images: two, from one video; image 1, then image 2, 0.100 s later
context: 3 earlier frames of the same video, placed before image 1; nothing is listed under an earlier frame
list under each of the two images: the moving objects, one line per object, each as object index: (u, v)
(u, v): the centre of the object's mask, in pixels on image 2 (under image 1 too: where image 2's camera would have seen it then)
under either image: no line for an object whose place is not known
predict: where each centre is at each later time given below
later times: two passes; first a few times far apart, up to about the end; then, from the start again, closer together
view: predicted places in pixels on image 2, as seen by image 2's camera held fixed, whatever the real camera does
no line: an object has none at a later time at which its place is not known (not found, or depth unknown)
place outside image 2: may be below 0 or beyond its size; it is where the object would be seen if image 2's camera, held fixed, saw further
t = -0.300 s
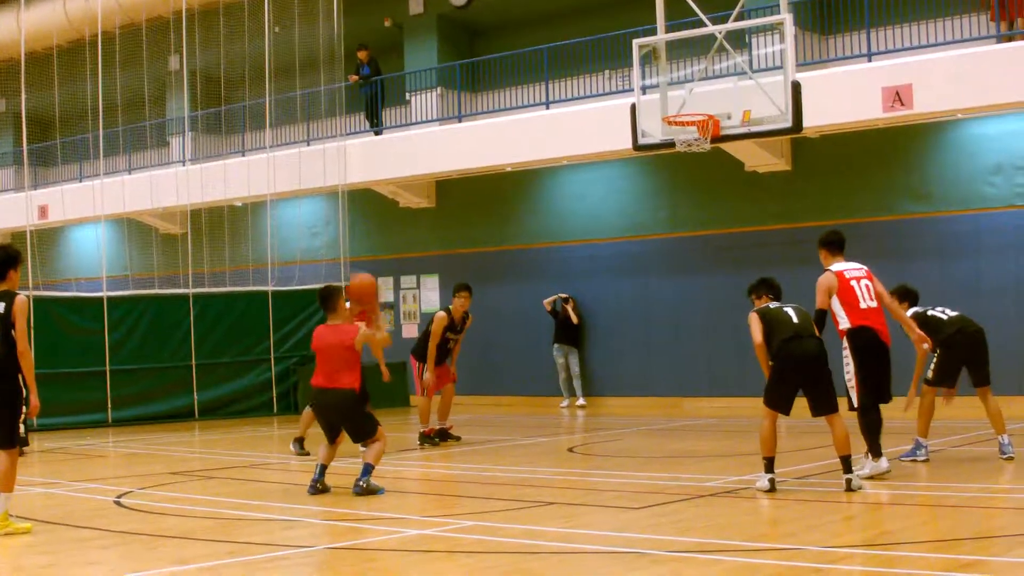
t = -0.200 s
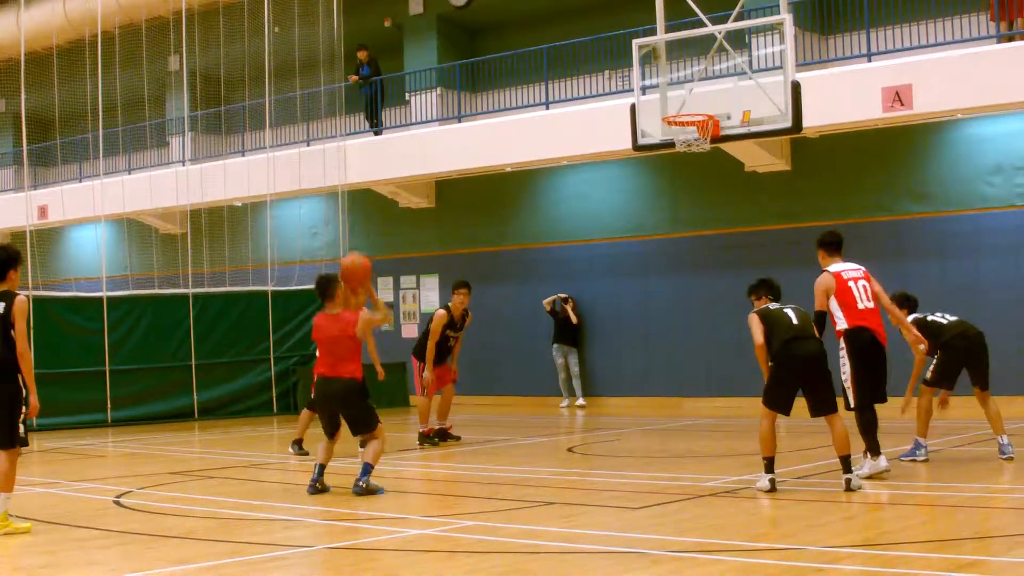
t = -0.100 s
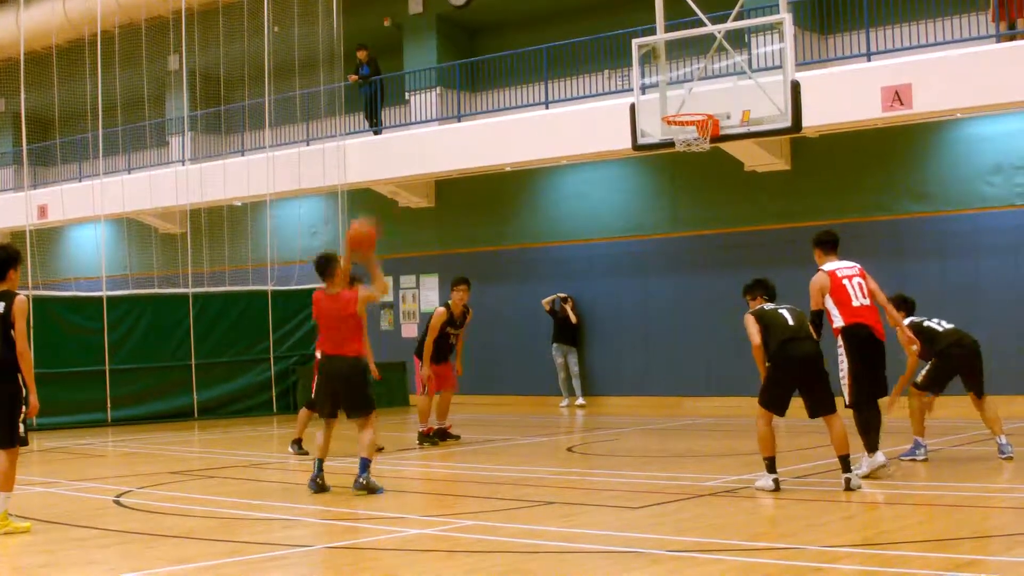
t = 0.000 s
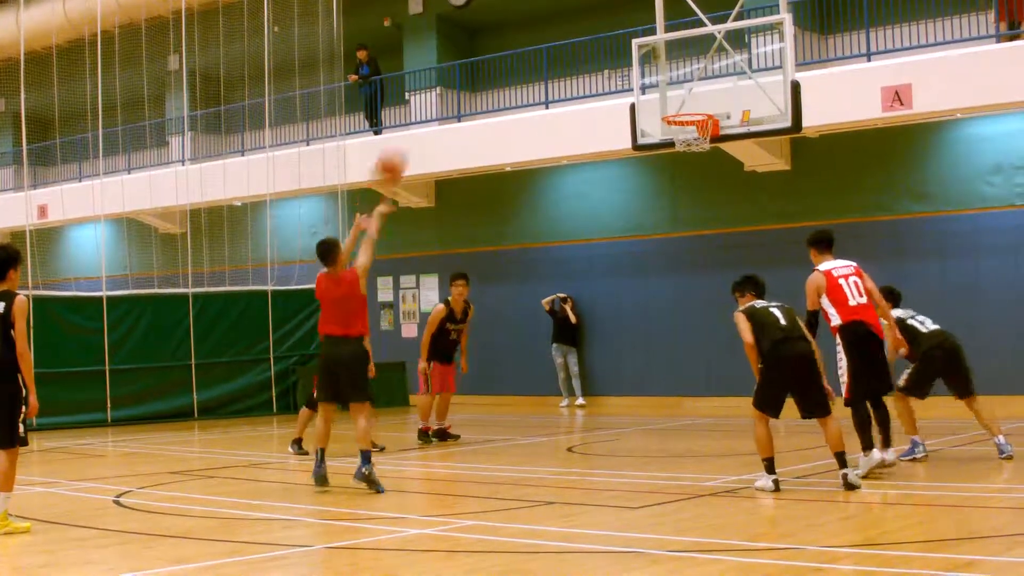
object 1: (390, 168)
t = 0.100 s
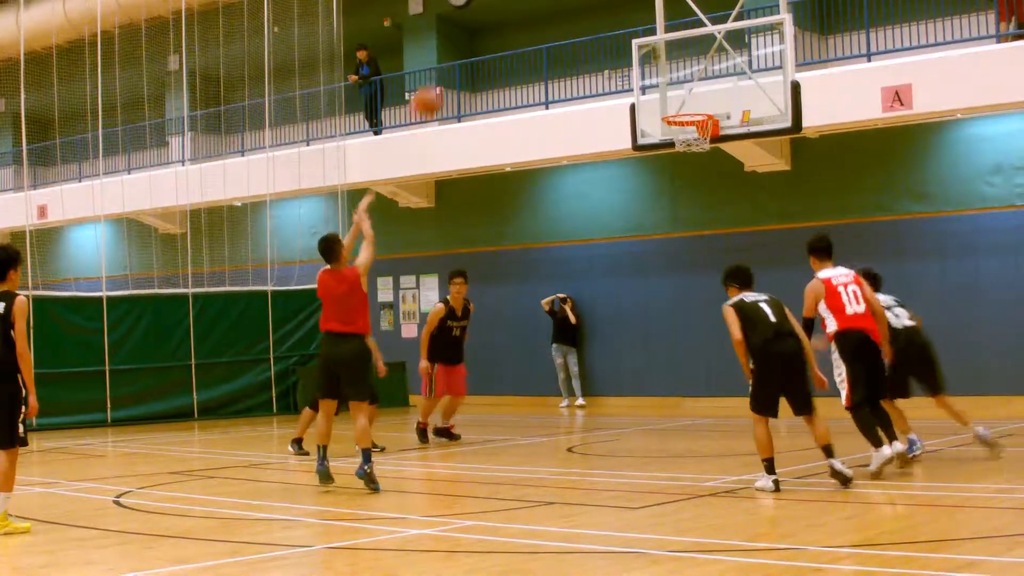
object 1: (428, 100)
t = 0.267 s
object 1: (484, 31)
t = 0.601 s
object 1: (590, 3)
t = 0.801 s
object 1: (645, 26)
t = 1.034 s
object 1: (697, 106)
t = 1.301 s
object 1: (583, 99)
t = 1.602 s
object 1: (454, 180)
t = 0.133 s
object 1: (439, 83)
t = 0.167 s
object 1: (450, 69)
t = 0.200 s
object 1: (462, 53)
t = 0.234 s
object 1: (473, 42)
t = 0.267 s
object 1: (484, 31)
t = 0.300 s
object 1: (495, 20)
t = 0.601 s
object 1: (590, 3)
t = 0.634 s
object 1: (598, 4)
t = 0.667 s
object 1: (609, 6)
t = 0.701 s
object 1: (618, 8)
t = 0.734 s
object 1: (628, 12)
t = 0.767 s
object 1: (637, 18)
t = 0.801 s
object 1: (645, 26)
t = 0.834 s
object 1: (655, 37)
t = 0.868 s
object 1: (666, 50)
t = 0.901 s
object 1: (673, 58)
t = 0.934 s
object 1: (683, 74)
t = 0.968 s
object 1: (692, 88)
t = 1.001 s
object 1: (701, 102)
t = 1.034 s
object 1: (697, 106)
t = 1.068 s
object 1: (683, 103)
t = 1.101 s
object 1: (669, 99)
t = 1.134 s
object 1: (656, 96)
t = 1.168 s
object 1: (641, 95)
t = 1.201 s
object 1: (625, 94)
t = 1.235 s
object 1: (612, 94)
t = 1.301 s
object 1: (583, 99)
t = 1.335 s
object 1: (568, 103)
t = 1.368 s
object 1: (554, 109)
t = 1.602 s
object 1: (454, 180)
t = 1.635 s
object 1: (439, 192)
